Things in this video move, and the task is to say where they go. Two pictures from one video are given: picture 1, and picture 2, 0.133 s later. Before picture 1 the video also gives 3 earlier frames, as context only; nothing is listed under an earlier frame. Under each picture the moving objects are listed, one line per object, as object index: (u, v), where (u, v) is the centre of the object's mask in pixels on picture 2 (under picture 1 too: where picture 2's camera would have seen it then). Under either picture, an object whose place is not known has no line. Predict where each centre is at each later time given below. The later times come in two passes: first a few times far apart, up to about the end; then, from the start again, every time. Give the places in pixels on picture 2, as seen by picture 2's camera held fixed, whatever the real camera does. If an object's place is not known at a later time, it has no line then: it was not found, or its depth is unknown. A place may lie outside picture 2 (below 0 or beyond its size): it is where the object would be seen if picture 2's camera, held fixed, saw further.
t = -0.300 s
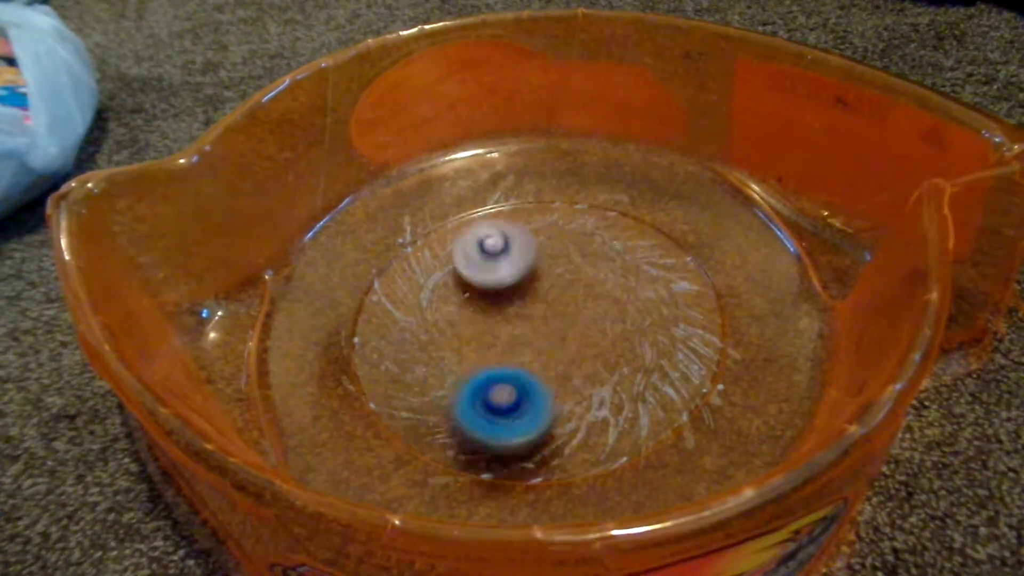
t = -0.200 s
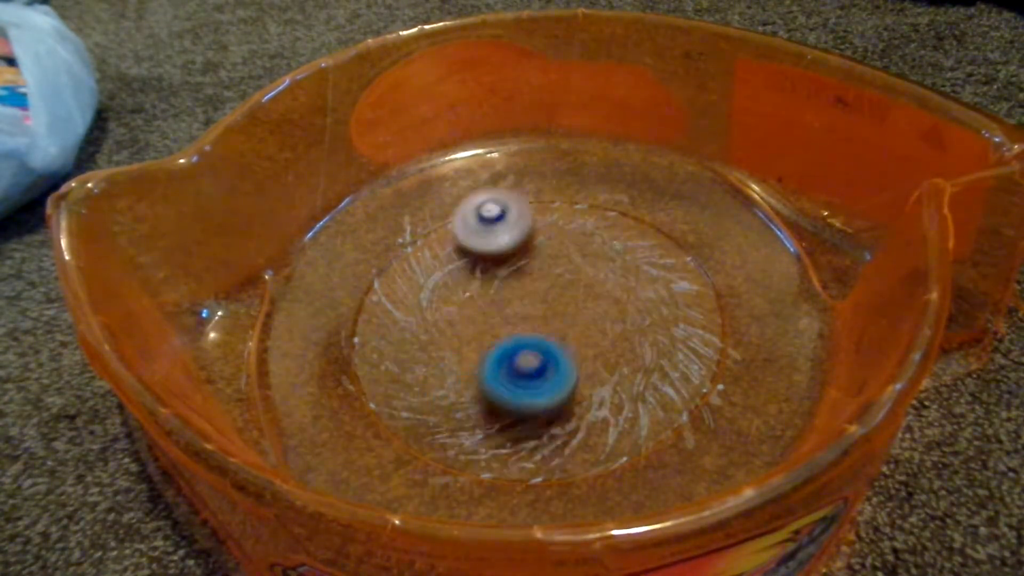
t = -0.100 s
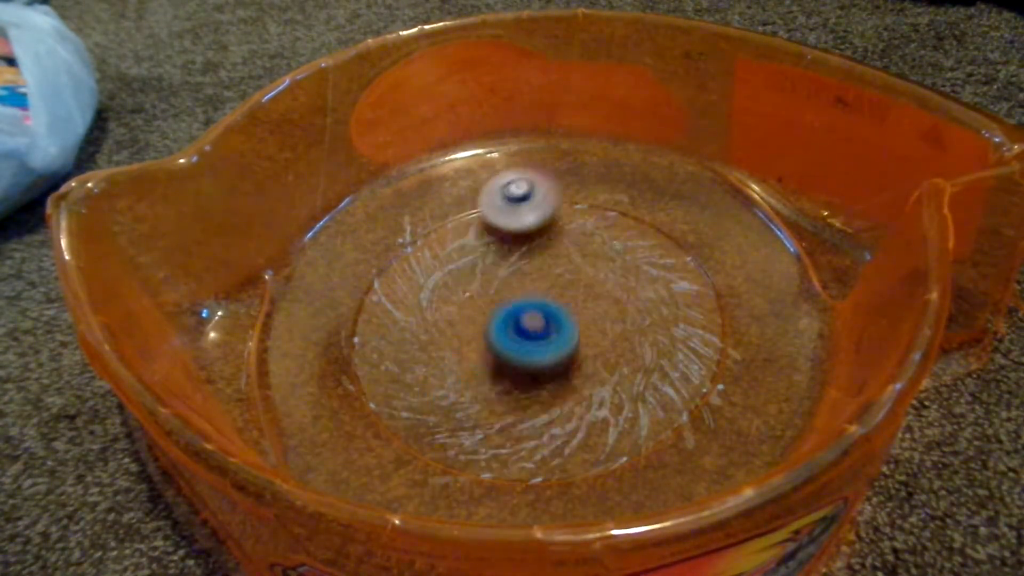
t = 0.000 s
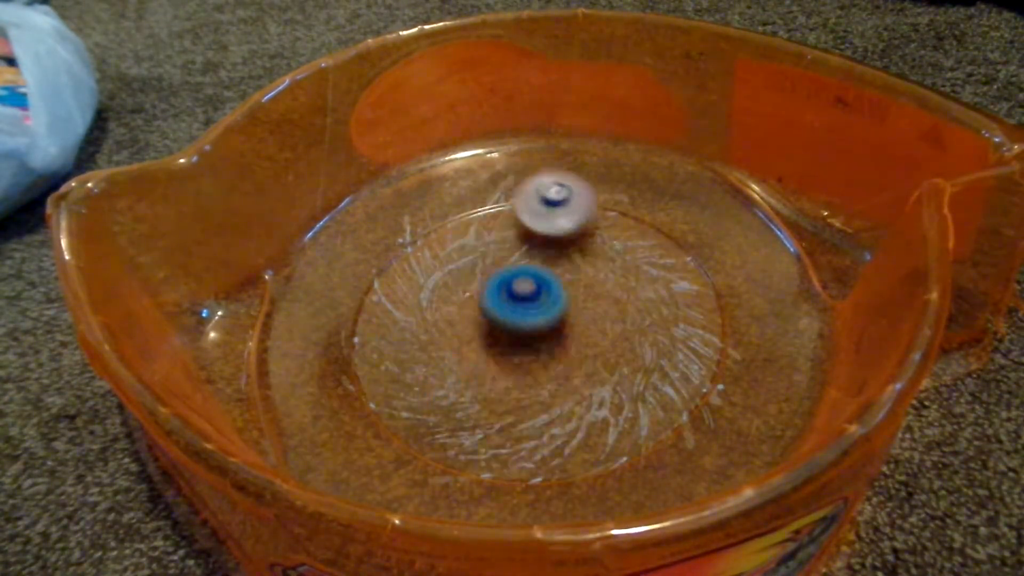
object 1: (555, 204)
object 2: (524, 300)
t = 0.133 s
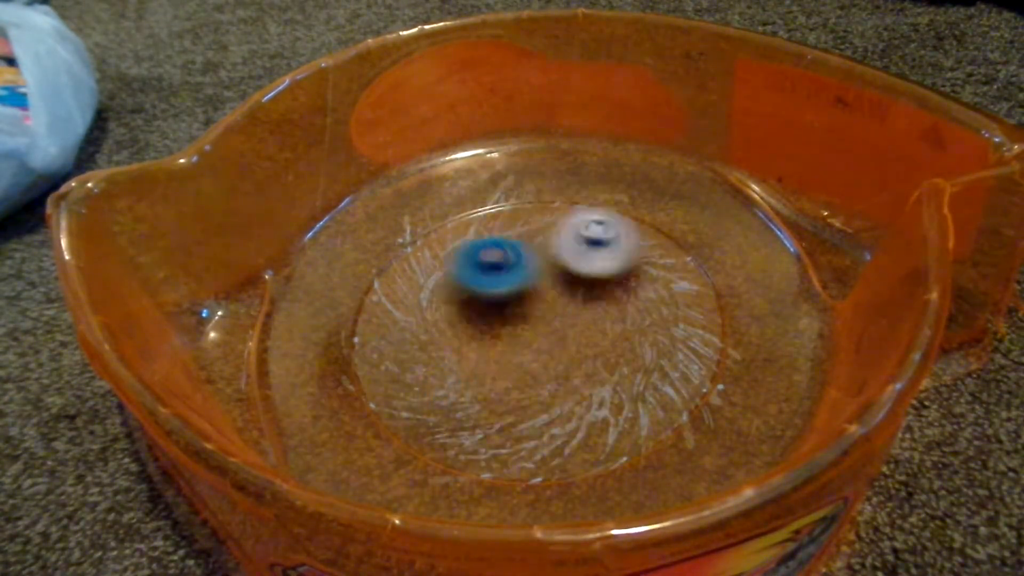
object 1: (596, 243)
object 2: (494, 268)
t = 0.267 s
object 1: (644, 274)
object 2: (416, 273)
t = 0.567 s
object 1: (494, 369)
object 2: (397, 335)
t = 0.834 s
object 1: (579, 426)
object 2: (413, 355)
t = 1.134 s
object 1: (425, 370)
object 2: (477, 289)
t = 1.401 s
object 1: (424, 303)
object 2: (515, 194)
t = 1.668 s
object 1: (532, 296)
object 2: (514, 210)
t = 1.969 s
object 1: (542, 388)
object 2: (541, 211)
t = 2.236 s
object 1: (437, 357)
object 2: (567, 247)
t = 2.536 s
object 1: (535, 279)
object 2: (636, 291)
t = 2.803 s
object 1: (580, 283)
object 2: (709, 282)
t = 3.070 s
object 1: (553, 327)
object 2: (654, 280)
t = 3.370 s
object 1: (360, 350)
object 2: (633, 273)
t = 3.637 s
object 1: (399, 269)
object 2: (571, 303)
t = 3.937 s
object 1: (545, 266)
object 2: (526, 358)
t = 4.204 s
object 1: (617, 350)
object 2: (514, 379)
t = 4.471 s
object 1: (682, 378)
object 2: (396, 406)
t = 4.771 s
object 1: (582, 411)
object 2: (427, 391)
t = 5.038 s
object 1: (593, 337)
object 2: (396, 313)
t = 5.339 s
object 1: (662, 315)
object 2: (389, 290)
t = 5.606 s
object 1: (602, 306)
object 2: (470, 273)
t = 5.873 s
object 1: (654, 273)
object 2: (480, 227)
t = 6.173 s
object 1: (591, 297)
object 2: (490, 231)
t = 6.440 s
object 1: (577, 289)
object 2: (481, 228)
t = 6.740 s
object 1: (586, 372)
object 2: (427, 244)
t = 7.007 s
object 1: (498, 370)
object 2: (468, 285)
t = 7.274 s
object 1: (458, 409)
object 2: (528, 218)
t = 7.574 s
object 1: (456, 349)
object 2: (531, 193)
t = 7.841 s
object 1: (562, 325)
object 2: (529, 225)
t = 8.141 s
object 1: (640, 354)
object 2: (565, 303)
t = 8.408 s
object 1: (626, 424)
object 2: (529, 321)
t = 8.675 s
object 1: (553, 422)
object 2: (487, 312)
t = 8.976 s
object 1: (549, 351)
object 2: (438, 301)
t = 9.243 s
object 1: (659, 348)
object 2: (373, 299)
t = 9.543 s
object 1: (629, 352)
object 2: (457, 329)
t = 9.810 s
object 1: (631, 300)
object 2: (486, 304)
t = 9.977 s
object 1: (637, 273)
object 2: (495, 290)
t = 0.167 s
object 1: (617, 246)
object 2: (467, 269)
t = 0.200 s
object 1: (634, 252)
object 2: (447, 270)
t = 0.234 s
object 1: (642, 262)
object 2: (430, 271)
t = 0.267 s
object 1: (644, 274)
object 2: (416, 273)
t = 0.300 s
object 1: (641, 288)
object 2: (406, 276)
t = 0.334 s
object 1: (632, 306)
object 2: (397, 281)
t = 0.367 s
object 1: (619, 320)
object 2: (390, 288)
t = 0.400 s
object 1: (601, 334)
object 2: (387, 294)
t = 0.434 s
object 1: (582, 345)
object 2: (384, 302)
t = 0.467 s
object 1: (562, 353)
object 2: (384, 311)
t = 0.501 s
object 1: (539, 361)
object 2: (387, 320)
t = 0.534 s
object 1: (517, 366)
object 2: (391, 328)
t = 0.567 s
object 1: (494, 369)
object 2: (397, 335)
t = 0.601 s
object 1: (509, 380)
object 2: (376, 331)
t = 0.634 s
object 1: (536, 393)
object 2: (352, 323)
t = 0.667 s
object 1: (559, 402)
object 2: (348, 324)
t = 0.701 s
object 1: (576, 410)
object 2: (353, 332)
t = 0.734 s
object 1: (588, 415)
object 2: (369, 345)
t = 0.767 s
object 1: (591, 419)
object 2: (385, 354)
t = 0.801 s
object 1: (589, 422)
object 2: (399, 357)
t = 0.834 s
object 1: (579, 426)
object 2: (413, 355)
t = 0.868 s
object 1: (562, 429)
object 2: (426, 351)
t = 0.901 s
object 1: (544, 432)
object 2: (437, 346)
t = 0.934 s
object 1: (522, 430)
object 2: (447, 338)
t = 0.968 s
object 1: (500, 426)
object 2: (455, 330)
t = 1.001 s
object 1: (480, 418)
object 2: (460, 322)
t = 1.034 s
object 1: (461, 409)
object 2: (465, 313)
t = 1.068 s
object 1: (445, 398)
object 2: (469, 305)
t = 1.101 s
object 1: (432, 386)
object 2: (473, 297)
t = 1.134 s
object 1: (425, 370)
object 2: (477, 289)
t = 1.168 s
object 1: (423, 355)
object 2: (480, 280)
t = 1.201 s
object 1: (424, 339)
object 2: (483, 273)
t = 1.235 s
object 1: (426, 326)
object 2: (485, 265)
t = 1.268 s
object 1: (417, 327)
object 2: (498, 244)
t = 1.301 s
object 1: (414, 325)
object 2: (506, 227)
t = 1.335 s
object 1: (413, 320)
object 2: (512, 213)
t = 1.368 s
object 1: (418, 311)
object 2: (514, 203)
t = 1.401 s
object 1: (424, 303)
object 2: (515, 194)
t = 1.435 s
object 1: (434, 295)
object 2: (514, 192)
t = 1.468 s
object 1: (447, 288)
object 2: (508, 199)
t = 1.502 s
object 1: (462, 284)
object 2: (503, 205)
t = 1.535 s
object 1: (476, 281)
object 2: (501, 210)
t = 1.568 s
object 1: (492, 281)
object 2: (502, 211)
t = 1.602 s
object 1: (505, 284)
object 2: (506, 212)
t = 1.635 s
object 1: (518, 289)
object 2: (510, 212)
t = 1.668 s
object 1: (532, 296)
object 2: (514, 210)
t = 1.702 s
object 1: (543, 304)
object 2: (519, 209)
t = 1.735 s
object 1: (551, 313)
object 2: (522, 208)
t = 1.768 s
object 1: (559, 322)
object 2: (525, 207)
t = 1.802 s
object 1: (565, 333)
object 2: (528, 207)
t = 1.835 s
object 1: (566, 344)
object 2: (531, 207)
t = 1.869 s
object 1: (566, 355)
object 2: (533, 207)
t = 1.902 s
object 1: (560, 367)
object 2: (536, 208)
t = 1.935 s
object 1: (552, 378)
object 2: (538, 209)
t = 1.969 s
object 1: (542, 388)
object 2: (541, 211)
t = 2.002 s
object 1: (527, 394)
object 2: (544, 213)
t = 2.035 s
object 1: (511, 398)
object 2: (546, 216)
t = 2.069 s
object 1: (493, 399)
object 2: (549, 220)
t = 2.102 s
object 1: (476, 397)
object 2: (552, 224)
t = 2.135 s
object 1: (460, 391)
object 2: (555, 229)
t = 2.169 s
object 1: (447, 383)
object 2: (558, 235)
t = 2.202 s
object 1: (439, 371)
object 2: (562, 241)
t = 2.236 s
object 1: (437, 357)
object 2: (567, 247)
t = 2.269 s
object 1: (440, 343)
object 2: (573, 253)
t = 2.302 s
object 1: (446, 330)
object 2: (579, 259)
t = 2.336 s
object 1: (455, 317)
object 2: (586, 265)
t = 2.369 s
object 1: (464, 306)
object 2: (594, 270)
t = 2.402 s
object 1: (478, 298)
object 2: (601, 275)
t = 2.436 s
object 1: (495, 291)
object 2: (609, 280)
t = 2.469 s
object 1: (510, 286)
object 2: (616, 284)
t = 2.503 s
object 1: (525, 283)
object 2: (624, 288)
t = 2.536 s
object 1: (535, 279)
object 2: (636, 291)
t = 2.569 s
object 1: (534, 275)
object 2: (658, 293)
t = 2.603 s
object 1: (537, 272)
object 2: (676, 293)
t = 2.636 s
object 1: (544, 271)
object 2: (687, 292)
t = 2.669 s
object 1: (552, 270)
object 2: (696, 290)
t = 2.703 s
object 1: (560, 270)
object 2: (702, 288)
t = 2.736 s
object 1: (569, 273)
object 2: (706, 286)
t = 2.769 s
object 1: (575, 278)
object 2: (709, 284)
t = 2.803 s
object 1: (580, 283)
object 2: (709, 282)
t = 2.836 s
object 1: (583, 290)
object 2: (708, 280)
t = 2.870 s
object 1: (584, 297)
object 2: (705, 279)
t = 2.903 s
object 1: (581, 304)
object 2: (702, 277)
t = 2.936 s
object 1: (578, 310)
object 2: (696, 276)
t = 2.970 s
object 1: (572, 316)
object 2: (687, 275)
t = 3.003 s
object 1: (567, 322)
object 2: (678, 275)
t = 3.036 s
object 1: (562, 325)
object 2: (667, 277)
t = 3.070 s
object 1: (553, 327)
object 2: (654, 280)
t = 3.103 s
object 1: (545, 329)
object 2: (640, 284)
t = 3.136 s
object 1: (538, 330)
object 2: (627, 289)
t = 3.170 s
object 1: (519, 333)
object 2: (622, 290)
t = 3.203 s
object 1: (477, 346)
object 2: (638, 281)
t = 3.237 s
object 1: (440, 353)
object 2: (646, 276)
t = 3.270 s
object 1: (409, 358)
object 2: (646, 273)
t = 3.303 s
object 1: (387, 359)
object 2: (642, 273)
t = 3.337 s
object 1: (369, 355)
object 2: (638, 273)
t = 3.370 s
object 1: (360, 350)
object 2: (633, 273)
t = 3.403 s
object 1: (354, 343)
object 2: (626, 274)
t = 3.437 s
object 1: (353, 333)
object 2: (618, 275)
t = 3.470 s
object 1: (354, 322)
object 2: (610, 278)
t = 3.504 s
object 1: (358, 310)
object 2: (601, 281)
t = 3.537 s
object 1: (364, 298)
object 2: (593, 286)
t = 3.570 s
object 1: (374, 287)
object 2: (586, 291)
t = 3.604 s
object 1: (386, 278)
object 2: (578, 297)
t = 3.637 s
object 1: (399, 269)
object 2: (571, 303)
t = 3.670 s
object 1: (412, 261)
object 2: (564, 310)
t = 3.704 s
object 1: (430, 254)
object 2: (559, 316)
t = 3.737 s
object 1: (445, 250)
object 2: (552, 322)
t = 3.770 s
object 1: (462, 250)
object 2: (547, 330)
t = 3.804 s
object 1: (479, 249)
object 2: (542, 336)
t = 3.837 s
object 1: (497, 252)
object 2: (537, 343)
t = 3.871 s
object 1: (514, 255)
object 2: (532, 348)
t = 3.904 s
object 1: (530, 260)
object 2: (529, 353)
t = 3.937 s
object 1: (545, 266)
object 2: (526, 358)
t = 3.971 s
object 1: (558, 274)
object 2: (523, 363)
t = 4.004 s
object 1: (571, 282)
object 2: (521, 366)
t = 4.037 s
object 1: (583, 292)
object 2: (519, 369)
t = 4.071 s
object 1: (594, 302)
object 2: (518, 372)
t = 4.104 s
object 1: (602, 314)
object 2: (516, 374)
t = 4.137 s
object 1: (609, 326)
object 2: (515, 376)
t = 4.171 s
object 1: (614, 338)
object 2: (514, 378)
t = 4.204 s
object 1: (617, 350)
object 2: (514, 379)
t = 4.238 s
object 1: (617, 363)
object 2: (513, 380)
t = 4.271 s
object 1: (640, 370)
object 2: (486, 386)
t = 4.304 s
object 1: (672, 371)
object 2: (453, 392)
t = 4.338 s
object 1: (695, 373)
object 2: (427, 395)
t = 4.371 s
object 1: (707, 375)
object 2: (409, 398)
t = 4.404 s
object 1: (703, 376)
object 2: (397, 401)
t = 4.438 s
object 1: (693, 377)
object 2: (390, 404)
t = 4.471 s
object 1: (682, 378)
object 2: (396, 406)
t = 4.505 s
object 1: (671, 381)
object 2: (404, 407)
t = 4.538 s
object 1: (662, 385)
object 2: (408, 408)
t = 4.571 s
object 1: (654, 391)
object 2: (410, 408)
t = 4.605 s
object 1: (647, 397)
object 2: (411, 408)
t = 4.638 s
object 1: (638, 404)
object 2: (413, 407)
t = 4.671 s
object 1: (627, 411)
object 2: (416, 405)
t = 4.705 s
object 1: (614, 414)
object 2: (418, 402)
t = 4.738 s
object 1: (598, 415)
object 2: (423, 397)
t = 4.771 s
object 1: (582, 411)
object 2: (427, 391)
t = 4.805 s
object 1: (569, 405)
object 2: (432, 384)
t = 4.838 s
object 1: (557, 396)
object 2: (437, 375)
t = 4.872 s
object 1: (546, 385)
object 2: (440, 367)
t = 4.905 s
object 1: (543, 375)
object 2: (439, 356)
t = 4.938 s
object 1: (560, 366)
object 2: (422, 343)
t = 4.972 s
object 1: (571, 355)
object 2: (411, 331)
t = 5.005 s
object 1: (583, 346)
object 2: (402, 321)
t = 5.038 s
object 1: (593, 337)
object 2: (396, 313)
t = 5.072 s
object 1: (605, 330)
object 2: (390, 306)
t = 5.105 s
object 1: (615, 324)
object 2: (386, 300)
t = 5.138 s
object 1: (627, 318)
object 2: (383, 296)
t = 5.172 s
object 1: (636, 314)
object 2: (381, 294)
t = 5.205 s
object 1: (645, 311)
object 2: (381, 292)
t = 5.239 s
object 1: (653, 311)
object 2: (381, 292)
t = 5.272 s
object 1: (659, 311)
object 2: (383, 291)
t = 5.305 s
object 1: (661, 313)
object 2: (385, 290)
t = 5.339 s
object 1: (662, 315)
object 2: (389, 290)
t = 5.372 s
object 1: (659, 318)
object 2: (396, 290)
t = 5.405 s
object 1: (653, 320)
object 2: (404, 290)
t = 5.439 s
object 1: (646, 322)
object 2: (413, 288)
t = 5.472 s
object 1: (638, 322)
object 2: (423, 286)
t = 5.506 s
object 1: (629, 321)
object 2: (434, 283)
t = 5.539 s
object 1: (619, 318)
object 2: (446, 279)
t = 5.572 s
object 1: (610, 313)
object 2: (458, 277)
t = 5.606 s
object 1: (602, 306)
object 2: (470, 273)
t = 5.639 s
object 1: (595, 299)
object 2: (482, 269)
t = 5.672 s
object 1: (590, 289)
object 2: (493, 265)
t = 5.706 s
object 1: (589, 282)
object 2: (500, 259)
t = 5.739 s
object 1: (610, 278)
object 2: (489, 249)
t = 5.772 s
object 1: (626, 274)
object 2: (482, 241)
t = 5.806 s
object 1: (639, 272)
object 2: (480, 235)
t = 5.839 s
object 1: (647, 271)
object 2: (480, 231)
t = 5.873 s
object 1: (654, 273)
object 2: (480, 227)
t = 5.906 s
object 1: (658, 277)
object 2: (480, 225)
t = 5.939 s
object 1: (657, 282)
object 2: (481, 224)
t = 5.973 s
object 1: (655, 287)
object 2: (481, 224)
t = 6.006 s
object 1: (648, 292)
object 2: (481, 224)
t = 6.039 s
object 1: (638, 298)
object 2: (482, 223)
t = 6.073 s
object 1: (627, 300)
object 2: (483, 225)
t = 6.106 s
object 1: (617, 300)
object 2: (485, 227)
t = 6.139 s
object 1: (603, 300)
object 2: (487, 229)
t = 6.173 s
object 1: (591, 297)
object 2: (490, 231)
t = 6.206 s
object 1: (580, 293)
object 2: (494, 235)
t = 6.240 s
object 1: (568, 288)
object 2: (499, 236)
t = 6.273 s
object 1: (565, 286)
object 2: (499, 236)
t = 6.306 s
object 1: (566, 286)
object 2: (495, 234)
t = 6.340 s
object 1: (564, 284)
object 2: (494, 234)
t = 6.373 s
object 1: (561, 282)
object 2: (493, 235)
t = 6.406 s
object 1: (560, 280)
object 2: (493, 236)
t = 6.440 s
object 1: (577, 289)
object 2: (481, 228)
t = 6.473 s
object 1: (595, 299)
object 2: (465, 222)
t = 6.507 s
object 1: (608, 308)
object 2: (455, 219)
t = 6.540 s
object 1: (616, 317)
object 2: (446, 220)
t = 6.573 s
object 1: (619, 326)
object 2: (440, 222)
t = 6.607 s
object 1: (618, 336)
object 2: (435, 224)
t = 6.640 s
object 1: (615, 346)
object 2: (432, 227)
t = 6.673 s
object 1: (607, 356)
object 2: (428, 232)
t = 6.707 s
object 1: (599, 365)
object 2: (427, 237)
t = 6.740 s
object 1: (586, 372)
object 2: (427, 244)
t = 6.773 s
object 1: (571, 376)
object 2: (429, 251)
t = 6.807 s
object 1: (557, 378)
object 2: (433, 259)
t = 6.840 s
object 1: (544, 378)
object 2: (438, 267)
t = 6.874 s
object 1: (529, 374)
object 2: (444, 276)
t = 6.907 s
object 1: (515, 370)
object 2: (452, 285)
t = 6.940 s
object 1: (504, 364)
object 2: (460, 292)
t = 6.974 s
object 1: (500, 367)
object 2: (465, 290)
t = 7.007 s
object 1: (498, 370)
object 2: (468, 285)
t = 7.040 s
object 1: (493, 369)
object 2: (473, 283)
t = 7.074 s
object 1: (487, 366)
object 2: (479, 284)
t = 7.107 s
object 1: (483, 361)
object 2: (487, 283)
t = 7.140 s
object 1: (482, 359)
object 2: (494, 282)
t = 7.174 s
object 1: (478, 380)
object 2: (507, 261)
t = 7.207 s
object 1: (473, 395)
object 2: (516, 242)
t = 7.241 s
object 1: (467, 405)
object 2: (523, 229)
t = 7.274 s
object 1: (458, 409)
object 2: (528, 218)
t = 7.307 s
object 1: (447, 411)
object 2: (532, 211)
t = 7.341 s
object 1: (438, 408)
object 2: (534, 204)
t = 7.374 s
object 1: (429, 403)
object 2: (535, 200)
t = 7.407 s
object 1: (425, 396)
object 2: (535, 195)
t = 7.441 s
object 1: (425, 387)
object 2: (535, 193)
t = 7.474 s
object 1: (429, 376)
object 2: (534, 191)
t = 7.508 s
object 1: (436, 367)
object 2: (533, 192)
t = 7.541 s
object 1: (445, 357)
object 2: (532, 192)
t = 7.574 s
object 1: (456, 349)
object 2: (531, 193)
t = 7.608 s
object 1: (469, 344)
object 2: (530, 193)
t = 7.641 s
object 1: (481, 340)
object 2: (529, 195)
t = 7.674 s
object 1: (496, 336)
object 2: (528, 198)
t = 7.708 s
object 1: (509, 333)
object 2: (527, 202)
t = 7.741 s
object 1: (522, 330)
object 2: (527, 205)
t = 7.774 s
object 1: (535, 328)
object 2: (527, 211)
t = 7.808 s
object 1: (549, 326)
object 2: (527, 217)
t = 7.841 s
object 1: (562, 325)
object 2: (529, 225)
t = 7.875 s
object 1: (575, 324)
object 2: (530, 234)
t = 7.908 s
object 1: (588, 325)
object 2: (532, 242)
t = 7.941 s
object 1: (600, 326)
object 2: (535, 251)
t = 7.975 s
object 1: (611, 328)
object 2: (538, 260)
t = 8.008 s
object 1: (621, 331)
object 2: (542, 269)
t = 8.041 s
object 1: (629, 335)
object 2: (546, 278)
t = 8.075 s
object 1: (634, 341)
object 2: (553, 287)
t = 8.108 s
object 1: (639, 347)
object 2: (559, 296)
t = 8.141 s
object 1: (640, 354)
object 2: (565, 303)
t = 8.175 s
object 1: (651, 368)
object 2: (562, 305)
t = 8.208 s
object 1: (663, 383)
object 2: (551, 303)
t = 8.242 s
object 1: (669, 396)
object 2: (545, 304)
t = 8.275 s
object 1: (668, 405)
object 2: (540, 306)
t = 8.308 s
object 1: (662, 414)
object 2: (537, 310)
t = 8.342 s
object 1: (652, 419)
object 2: (534, 314)
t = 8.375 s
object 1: (640, 422)
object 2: (531, 318)
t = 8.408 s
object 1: (626, 424)
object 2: (529, 321)
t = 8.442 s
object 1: (610, 423)
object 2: (526, 326)
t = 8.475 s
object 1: (593, 420)
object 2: (523, 329)
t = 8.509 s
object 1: (579, 415)
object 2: (522, 333)
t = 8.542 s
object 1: (568, 408)
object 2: (519, 334)
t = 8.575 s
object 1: (568, 417)
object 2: (510, 327)
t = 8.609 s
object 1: (566, 423)
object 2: (501, 319)
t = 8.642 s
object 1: (561, 424)
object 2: (494, 315)
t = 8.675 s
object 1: (553, 422)
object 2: (487, 312)
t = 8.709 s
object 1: (544, 417)
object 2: (483, 311)
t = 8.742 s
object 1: (538, 411)
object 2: (478, 309)
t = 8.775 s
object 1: (532, 402)
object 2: (472, 307)
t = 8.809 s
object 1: (527, 393)
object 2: (468, 307)
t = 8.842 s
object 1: (524, 382)
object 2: (464, 306)
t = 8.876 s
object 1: (524, 372)
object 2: (459, 307)
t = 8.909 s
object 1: (525, 362)
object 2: (456, 307)
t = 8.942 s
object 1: (528, 351)
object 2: (453, 308)
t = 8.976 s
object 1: (549, 351)
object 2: (438, 301)
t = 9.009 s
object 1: (576, 351)
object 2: (419, 293)
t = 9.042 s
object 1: (599, 349)
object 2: (405, 288)
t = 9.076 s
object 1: (614, 346)
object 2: (394, 287)
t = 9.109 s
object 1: (624, 344)
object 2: (387, 286)
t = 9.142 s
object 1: (634, 344)
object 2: (381, 288)
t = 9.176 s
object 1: (644, 344)
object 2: (377, 291)
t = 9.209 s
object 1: (651, 345)
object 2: (374, 294)
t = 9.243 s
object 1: (659, 348)
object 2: (373, 299)
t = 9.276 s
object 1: (664, 351)
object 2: (373, 303)
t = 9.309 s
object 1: (666, 353)
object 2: (375, 309)
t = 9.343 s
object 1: (667, 354)
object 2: (382, 315)
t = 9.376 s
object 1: (665, 357)
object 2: (390, 320)
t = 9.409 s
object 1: (662, 359)
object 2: (401, 326)
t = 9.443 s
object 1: (656, 359)
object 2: (415, 328)
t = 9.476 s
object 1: (647, 358)
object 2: (429, 329)
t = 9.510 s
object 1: (637, 356)
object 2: (444, 329)
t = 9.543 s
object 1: (629, 352)
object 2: (457, 329)
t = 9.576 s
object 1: (618, 348)
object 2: (471, 328)
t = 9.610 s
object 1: (608, 343)
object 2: (485, 325)
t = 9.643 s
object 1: (599, 336)
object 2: (497, 322)
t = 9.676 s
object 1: (608, 329)
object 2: (490, 318)
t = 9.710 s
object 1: (622, 322)
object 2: (483, 313)
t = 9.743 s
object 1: (627, 314)
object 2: (481, 310)
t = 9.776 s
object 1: (629, 307)
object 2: (483, 306)
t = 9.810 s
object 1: (631, 300)
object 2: (486, 304)
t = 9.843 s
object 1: (632, 295)
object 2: (488, 301)
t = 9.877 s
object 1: (634, 287)
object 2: (490, 298)
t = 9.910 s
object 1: (636, 282)
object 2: (492, 296)
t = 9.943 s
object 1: (636, 277)
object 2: (494, 292)
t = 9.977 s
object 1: (637, 273)
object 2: (495, 290)
